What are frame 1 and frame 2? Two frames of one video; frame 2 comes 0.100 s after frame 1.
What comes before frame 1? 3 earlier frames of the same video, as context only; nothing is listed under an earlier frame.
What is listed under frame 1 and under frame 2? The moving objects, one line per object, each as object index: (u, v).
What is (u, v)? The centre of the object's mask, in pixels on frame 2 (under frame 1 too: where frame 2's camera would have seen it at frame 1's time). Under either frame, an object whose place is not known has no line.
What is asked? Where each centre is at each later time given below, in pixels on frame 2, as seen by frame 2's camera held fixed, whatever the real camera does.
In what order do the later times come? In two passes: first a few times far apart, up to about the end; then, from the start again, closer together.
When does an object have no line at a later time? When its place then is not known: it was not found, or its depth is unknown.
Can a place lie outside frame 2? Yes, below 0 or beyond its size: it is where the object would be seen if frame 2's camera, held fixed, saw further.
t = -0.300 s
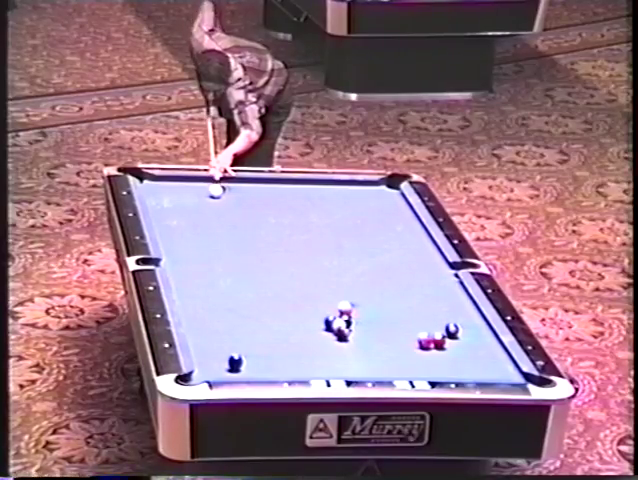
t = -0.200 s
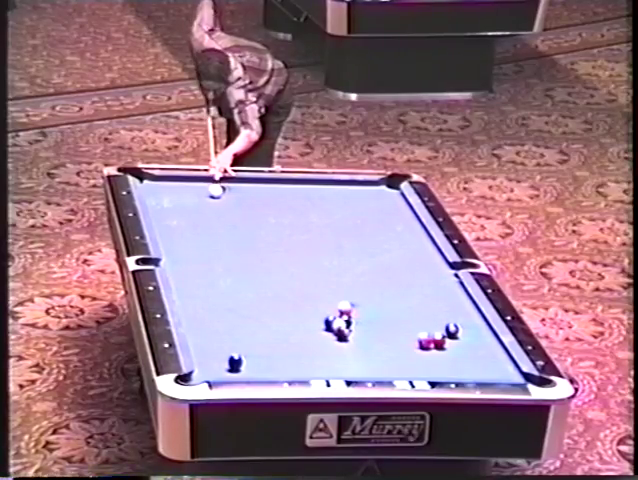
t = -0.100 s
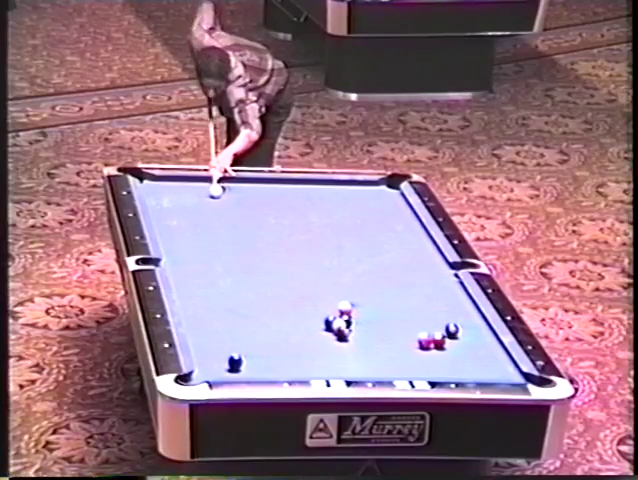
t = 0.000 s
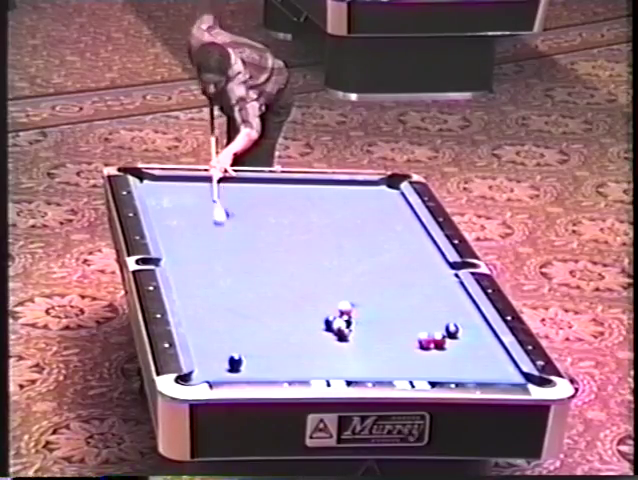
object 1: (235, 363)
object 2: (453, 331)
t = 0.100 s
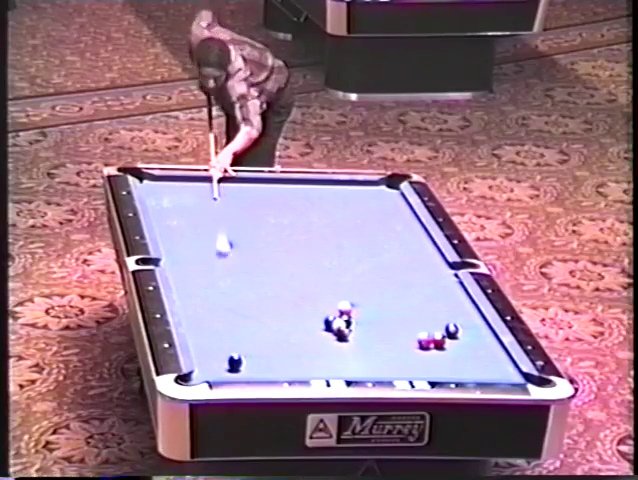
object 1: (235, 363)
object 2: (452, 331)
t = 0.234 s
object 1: (235, 363)
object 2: (453, 331)
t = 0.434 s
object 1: (235, 363)
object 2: (452, 331)
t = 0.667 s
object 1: (208, 347)
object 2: (453, 331)
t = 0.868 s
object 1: (195, 325)
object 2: (453, 331)
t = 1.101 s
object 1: (200, 302)
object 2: (453, 331)
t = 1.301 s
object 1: (205, 283)
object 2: (453, 331)
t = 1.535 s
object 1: (210, 263)
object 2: (453, 331)
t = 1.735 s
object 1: (215, 247)
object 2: (453, 331)
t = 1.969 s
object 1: (218, 229)
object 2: (453, 331)
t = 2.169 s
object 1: (222, 215)
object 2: (458, 332)
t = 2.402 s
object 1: (226, 200)
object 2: (471, 334)
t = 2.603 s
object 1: (229, 187)
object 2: (478, 335)
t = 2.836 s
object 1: (235, 184)
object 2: (488, 337)
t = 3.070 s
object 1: (246, 192)
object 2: (490, 338)
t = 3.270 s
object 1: (255, 199)
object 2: (487, 338)
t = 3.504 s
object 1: (266, 205)
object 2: (484, 338)
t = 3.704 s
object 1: (273, 212)
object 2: (483, 338)
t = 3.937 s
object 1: (283, 220)
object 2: (481, 338)
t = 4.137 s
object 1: (291, 225)
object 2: (481, 338)
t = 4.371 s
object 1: (300, 232)
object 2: (481, 338)
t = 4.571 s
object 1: (307, 237)
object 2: (481, 338)
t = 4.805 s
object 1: (316, 242)
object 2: (481, 338)
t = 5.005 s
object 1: (322, 247)
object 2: (481, 338)
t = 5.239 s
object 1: (329, 253)
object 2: (481, 338)
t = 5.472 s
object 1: (337, 258)
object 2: (481, 338)
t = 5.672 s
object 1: (343, 263)
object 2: (481, 338)
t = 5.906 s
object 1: (348, 267)
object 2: (481, 338)
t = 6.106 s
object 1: (354, 271)
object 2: (481, 338)
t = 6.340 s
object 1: (359, 275)
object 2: (481, 338)
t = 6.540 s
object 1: (364, 278)
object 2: (481, 338)
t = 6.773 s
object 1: (369, 282)
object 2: (481, 338)
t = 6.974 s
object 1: (374, 285)
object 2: (481, 338)
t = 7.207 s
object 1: (378, 287)
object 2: (481, 338)
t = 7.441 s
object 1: (383, 290)
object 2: (481, 338)
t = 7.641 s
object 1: (386, 292)
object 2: (481, 338)
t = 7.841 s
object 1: (388, 294)
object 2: (481, 338)
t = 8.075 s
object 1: (391, 296)
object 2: (481, 338)
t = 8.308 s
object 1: (394, 297)
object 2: (481, 338)
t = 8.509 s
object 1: (397, 298)
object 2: (481, 338)
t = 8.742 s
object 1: (398, 299)
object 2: (482, 338)
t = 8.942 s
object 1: (399, 299)
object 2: (482, 338)
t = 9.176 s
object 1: (400, 299)
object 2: (482, 338)
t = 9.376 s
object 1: (400, 299)
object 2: (482, 338)
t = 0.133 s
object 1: (235, 363)
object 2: (453, 331)
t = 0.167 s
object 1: (235, 363)
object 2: (453, 331)
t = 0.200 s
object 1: (235, 363)
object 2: (452, 331)
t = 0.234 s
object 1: (235, 363)
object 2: (453, 331)
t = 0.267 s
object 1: (235, 362)
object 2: (453, 331)
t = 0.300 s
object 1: (235, 363)
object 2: (452, 331)
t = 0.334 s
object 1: (235, 363)
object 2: (453, 331)
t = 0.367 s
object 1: (235, 363)
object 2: (452, 331)
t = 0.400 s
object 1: (235, 363)
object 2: (452, 331)
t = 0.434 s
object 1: (235, 363)
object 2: (452, 331)
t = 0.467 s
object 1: (235, 369)
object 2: (453, 331)
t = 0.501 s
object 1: (234, 371)
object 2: (453, 331)
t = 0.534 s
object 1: (230, 369)
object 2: (452, 331)
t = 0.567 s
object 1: (228, 363)
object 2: (453, 331)
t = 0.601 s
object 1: (222, 357)
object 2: (453, 331)
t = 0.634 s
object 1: (214, 352)
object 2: (453, 331)
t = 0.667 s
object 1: (208, 347)
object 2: (453, 331)
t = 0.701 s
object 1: (202, 344)
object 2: (453, 331)
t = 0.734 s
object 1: (196, 339)
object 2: (453, 331)
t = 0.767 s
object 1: (191, 335)
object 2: (453, 331)
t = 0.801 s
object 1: (192, 332)
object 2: (453, 331)
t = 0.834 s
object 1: (193, 328)
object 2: (453, 331)
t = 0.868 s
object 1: (195, 325)
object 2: (453, 331)
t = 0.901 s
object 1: (195, 321)
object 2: (453, 331)
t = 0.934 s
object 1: (196, 318)
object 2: (453, 331)
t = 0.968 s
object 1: (197, 315)
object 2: (453, 331)
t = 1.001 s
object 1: (198, 311)
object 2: (453, 331)
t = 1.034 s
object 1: (199, 308)
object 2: (453, 331)
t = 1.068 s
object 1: (200, 305)
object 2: (453, 331)
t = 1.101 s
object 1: (200, 302)
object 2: (453, 331)
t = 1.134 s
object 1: (201, 298)
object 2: (453, 331)
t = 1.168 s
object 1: (202, 295)
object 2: (453, 331)
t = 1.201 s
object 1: (203, 292)
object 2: (453, 331)
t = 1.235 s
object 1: (203, 289)
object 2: (453, 331)
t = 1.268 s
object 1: (205, 286)
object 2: (453, 331)
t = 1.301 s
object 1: (205, 283)
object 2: (453, 331)
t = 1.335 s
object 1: (206, 280)
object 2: (453, 331)
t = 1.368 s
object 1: (207, 277)
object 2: (452, 331)
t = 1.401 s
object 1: (207, 274)
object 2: (453, 331)
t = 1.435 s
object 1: (209, 271)
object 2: (453, 331)
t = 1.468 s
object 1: (209, 269)
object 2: (453, 331)
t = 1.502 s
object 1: (210, 266)
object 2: (453, 331)
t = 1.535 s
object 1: (210, 263)
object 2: (453, 331)
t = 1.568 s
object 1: (211, 260)
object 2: (453, 331)
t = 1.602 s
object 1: (212, 258)
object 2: (453, 331)
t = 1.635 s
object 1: (213, 255)
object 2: (453, 331)
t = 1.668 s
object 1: (213, 251)
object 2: (452, 331)
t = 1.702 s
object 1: (214, 250)
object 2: (453, 331)
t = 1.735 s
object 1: (215, 247)
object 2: (453, 331)
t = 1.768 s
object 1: (215, 244)
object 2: (453, 331)
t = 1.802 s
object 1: (215, 242)
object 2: (453, 331)
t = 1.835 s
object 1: (216, 239)
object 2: (453, 331)
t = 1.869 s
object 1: (217, 237)
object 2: (453, 331)
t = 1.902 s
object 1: (218, 234)
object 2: (453, 331)
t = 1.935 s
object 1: (218, 232)
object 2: (453, 331)
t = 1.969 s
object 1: (218, 229)
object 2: (453, 331)
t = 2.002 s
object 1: (219, 227)
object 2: (453, 331)
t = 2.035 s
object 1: (220, 225)
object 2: (453, 331)
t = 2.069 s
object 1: (221, 222)
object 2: (454, 331)
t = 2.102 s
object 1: (221, 220)
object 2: (456, 332)
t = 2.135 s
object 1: (221, 218)
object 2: (457, 332)
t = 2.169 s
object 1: (222, 215)
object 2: (458, 332)
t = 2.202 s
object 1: (222, 213)
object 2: (461, 332)
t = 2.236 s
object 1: (223, 211)
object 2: (461, 333)
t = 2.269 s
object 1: (224, 208)
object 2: (464, 333)
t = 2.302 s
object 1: (224, 207)
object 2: (466, 333)
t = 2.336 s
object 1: (225, 204)
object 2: (467, 333)
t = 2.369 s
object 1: (225, 202)
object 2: (469, 334)
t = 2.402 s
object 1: (226, 200)
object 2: (471, 334)
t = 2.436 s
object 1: (226, 198)
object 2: (471, 335)
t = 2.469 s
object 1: (226, 196)
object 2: (473, 335)
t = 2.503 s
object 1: (227, 193)
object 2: (474, 335)
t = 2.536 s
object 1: (227, 192)
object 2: (476, 335)
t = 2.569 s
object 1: (228, 190)
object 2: (477, 335)
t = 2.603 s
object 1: (229, 187)
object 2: (478, 335)
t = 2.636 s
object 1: (229, 186)
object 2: (480, 336)
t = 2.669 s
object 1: (229, 183)
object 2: (481, 336)
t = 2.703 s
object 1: (229, 181)
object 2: (484, 336)
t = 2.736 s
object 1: (230, 180)
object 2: (485, 336)
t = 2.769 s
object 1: (231, 181)
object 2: (486, 336)
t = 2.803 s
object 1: (233, 182)
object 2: (487, 337)
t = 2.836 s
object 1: (235, 184)
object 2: (488, 337)
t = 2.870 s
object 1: (237, 185)
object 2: (489, 337)
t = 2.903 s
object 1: (238, 187)
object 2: (491, 338)
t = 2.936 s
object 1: (240, 187)
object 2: (491, 338)
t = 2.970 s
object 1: (241, 188)
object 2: (491, 338)
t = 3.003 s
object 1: (242, 190)
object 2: (491, 338)
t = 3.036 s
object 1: (244, 191)
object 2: (490, 338)
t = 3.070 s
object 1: (246, 192)
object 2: (490, 338)
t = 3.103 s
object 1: (248, 193)
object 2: (489, 338)
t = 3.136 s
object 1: (249, 194)
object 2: (489, 338)
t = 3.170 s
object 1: (251, 194)
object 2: (488, 338)
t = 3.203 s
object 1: (251, 197)
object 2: (488, 338)
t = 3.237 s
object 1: (253, 197)
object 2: (487, 338)
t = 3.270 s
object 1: (255, 199)
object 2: (487, 338)
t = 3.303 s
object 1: (256, 199)
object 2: (486, 338)
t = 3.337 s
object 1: (258, 201)
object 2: (486, 338)
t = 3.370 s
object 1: (259, 202)
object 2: (485, 338)
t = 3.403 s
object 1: (261, 203)
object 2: (485, 338)
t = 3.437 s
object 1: (262, 204)
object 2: (485, 338)
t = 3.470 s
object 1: (264, 205)
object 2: (484, 338)
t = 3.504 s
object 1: (266, 205)
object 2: (484, 338)
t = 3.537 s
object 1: (267, 207)
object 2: (484, 338)
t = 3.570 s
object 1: (268, 208)
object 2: (483, 338)
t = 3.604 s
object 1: (269, 209)
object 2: (483, 338)
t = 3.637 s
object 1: (271, 210)
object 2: (483, 338)
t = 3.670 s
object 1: (272, 211)
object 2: (483, 338)
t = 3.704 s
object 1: (273, 212)
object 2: (483, 338)
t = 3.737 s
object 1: (275, 213)
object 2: (482, 338)
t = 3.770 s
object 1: (276, 214)
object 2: (482, 338)
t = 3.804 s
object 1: (278, 215)
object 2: (482, 338)
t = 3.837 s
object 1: (279, 216)
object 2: (482, 338)
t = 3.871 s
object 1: (280, 217)
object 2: (482, 338)
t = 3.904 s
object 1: (282, 218)
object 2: (482, 338)
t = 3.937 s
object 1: (283, 220)
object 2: (481, 338)
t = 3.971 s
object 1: (284, 220)
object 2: (481, 338)
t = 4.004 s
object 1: (286, 221)
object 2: (481, 338)
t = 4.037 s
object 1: (287, 222)
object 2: (481, 338)
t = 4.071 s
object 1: (288, 223)
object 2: (481, 338)
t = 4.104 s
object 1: (289, 224)
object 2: (481, 338)
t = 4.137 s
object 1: (291, 225)
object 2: (481, 338)
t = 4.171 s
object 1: (292, 226)
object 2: (481, 338)
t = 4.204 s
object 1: (293, 227)
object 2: (481, 338)
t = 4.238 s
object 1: (295, 228)
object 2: (481, 338)
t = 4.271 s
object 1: (296, 229)
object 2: (481, 338)
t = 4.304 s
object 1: (298, 229)
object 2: (481, 338)
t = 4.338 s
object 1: (299, 230)
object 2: (481, 338)
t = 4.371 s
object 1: (300, 232)
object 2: (481, 338)
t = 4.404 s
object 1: (301, 232)
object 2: (481, 338)
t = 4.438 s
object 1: (302, 233)
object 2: (481, 338)
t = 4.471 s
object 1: (303, 234)
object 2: (481, 338)
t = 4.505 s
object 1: (305, 235)
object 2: (481, 338)
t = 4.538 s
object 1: (306, 236)
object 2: (481, 338)
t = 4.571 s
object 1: (307, 237)
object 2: (481, 338)
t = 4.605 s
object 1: (308, 238)
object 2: (481, 338)
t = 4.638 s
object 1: (309, 238)
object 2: (481, 338)
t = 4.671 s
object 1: (311, 239)
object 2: (481, 338)
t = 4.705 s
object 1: (312, 240)
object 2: (481, 338)
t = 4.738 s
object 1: (313, 241)
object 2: (482, 338)
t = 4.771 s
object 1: (314, 242)
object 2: (481, 338)
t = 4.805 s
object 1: (316, 242)
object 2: (481, 338)
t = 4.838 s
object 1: (317, 244)
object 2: (481, 338)
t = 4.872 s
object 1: (318, 245)
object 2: (481, 338)
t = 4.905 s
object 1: (319, 246)
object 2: (481, 338)
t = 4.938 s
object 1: (320, 246)
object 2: (481, 338)
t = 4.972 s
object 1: (321, 247)
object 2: (481, 338)
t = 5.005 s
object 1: (322, 247)
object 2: (481, 338)
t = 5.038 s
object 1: (323, 248)
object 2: (481, 338)
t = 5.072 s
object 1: (324, 250)
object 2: (481, 338)
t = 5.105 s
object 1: (325, 250)
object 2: (481, 338)
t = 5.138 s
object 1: (327, 251)
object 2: (481, 338)
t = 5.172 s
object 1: (327, 252)
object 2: (481, 338)
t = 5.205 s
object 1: (328, 253)
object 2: (481, 338)
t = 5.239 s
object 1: (329, 253)
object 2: (481, 338)
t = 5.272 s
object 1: (331, 254)
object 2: (481, 338)
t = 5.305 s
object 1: (332, 255)
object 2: (481, 338)
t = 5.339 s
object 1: (333, 255)
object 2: (481, 338)
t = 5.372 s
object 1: (334, 256)
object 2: (481, 338)
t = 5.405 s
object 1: (334, 258)
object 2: (481, 338)
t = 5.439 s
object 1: (336, 258)
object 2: (481, 338)
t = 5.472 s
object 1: (337, 258)
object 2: (481, 338)
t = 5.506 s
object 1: (338, 259)
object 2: (481, 338)
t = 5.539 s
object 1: (339, 260)
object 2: (481, 338)
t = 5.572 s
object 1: (339, 260)
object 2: (481, 338)
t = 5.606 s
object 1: (341, 261)
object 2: (481, 338)
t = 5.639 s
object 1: (342, 262)
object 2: (481, 338)
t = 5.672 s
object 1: (343, 263)
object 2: (481, 338)
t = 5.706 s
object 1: (343, 263)
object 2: (481, 338)
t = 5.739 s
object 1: (344, 264)
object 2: (481, 338)
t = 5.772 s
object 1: (345, 265)
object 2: (481, 338)
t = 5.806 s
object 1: (346, 265)
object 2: (481, 338)
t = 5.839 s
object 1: (347, 266)
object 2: (481, 338)
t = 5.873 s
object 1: (348, 267)
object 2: (481, 338)
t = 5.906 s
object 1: (348, 267)
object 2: (481, 338)
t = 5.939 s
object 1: (349, 268)
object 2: (481, 338)
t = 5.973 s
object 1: (350, 269)
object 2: (481, 338)
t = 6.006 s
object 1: (351, 270)
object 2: (481, 338)
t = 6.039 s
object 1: (351, 270)
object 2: (481, 338)
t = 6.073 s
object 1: (353, 271)
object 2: (481, 338)
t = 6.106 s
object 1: (354, 271)
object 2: (481, 338)
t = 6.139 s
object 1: (355, 272)
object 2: (481, 338)
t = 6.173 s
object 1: (355, 272)
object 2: (481, 338)
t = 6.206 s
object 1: (356, 273)
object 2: (481, 338)
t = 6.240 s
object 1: (357, 273)
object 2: (481, 338)
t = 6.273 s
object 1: (357, 274)
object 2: (481, 338)
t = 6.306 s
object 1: (358, 275)
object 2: (481, 338)
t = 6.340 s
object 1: (359, 275)
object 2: (481, 338)
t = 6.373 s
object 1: (360, 275)
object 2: (481, 338)
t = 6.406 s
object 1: (361, 276)
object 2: (481, 338)
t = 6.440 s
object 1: (362, 277)
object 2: (481, 338)
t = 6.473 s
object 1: (362, 277)
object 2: (481, 338)
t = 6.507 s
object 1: (363, 278)
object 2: (481, 338)
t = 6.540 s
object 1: (364, 278)
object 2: (481, 338)
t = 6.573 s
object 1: (365, 279)
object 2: (481, 338)
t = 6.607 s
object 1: (365, 279)
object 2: (481, 338)
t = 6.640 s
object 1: (366, 280)
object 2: (481, 338)
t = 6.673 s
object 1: (367, 280)
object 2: (481, 338)
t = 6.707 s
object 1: (368, 281)
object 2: (481, 338)
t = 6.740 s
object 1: (368, 282)
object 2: (481, 338)
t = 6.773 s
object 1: (369, 282)
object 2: (481, 338)
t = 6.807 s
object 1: (370, 283)
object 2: (481, 338)
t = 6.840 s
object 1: (371, 283)
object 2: (481, 338)
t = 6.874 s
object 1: (372, 283)
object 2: (481, 338)
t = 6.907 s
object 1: (372, 284)
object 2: (481, 338)
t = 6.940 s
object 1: (373, 285)
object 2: (481, 338)
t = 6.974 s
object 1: (374, 285)
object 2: (481, 338)
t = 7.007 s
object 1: (375, 285)
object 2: (481, 338)
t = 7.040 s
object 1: (375, 286)
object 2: (481, 338)
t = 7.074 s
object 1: (376, 286)
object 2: (481, 338)
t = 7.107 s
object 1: (376, 287)
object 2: (481, 338)
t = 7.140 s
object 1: (377, 287)
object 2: (481, 338)
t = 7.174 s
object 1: (377, 287)
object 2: (481, 338)
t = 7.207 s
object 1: (378, 287)
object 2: (481, 338)
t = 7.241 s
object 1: (379, 288)
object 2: (481, 338)
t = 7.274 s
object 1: (379, 288)
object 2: (481, 338)
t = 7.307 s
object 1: (380, 288)
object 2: (481, 338)
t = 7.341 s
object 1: (381, 289)
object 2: (481, 338)
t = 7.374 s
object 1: (381, 290)
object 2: (481, 338)
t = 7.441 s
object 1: (383, 290)
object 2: (481, 338)
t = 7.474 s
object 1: (383, 291)
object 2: (481, 338)
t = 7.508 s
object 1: (383, 291)
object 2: (481, 338)
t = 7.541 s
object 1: (384, 291)
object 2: (481, 338)
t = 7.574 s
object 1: (385, 292)
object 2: (481, 338)
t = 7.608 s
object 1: (385, 292)
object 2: (481, 338)
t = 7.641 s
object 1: (386, 292)
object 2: (481, 338)
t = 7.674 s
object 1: (386, 293)
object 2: (481, 338)
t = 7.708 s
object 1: (386, 293)
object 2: (481, 338)
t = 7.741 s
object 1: (387, 293)
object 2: (481, 338)
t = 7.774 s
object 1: (388, 293)
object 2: (481, 338)
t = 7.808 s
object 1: (388, 294)
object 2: (481, 338)
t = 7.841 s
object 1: (388, 294)
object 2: (481, 338)
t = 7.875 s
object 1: (389, 294)
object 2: (481, 338)
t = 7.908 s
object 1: (389, 295)
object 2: (481, 338)
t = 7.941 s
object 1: (389, 295)
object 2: (481, 338)
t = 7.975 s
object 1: (390, 295)
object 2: (481, 338)
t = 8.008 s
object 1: (390, 295)
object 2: (481, 338)
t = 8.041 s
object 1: (391, 296)
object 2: (481, 338)
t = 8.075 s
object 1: (391, 296)
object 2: (481, 338)
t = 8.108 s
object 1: (391, 296)
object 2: (481, 338)
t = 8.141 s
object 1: (392, 296)
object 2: (481, 338)
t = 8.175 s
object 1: (393, 296)
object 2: (481, 338)
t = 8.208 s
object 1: (393, 297)
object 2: (481, 338)
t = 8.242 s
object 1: (394, 297)
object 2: (481, 338)
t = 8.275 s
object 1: (394, 297)
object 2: (481, 338)
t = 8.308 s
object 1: (394, 297)
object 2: (481, 338)
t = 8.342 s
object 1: (395, 297)
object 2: (481, 338)
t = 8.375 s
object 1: (395, 298)
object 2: (481, 338)
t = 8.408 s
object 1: (395, 298)
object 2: (481, 338)
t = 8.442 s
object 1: (396, 298)
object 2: (481, 338)
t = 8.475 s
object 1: (396, 298)
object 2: (481, 338)
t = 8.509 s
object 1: (397, 298)
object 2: (481, 338)
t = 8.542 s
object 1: (397, 298)
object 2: (482, 338)
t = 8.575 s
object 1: (397, 298)
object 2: (482, 338)
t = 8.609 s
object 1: (397, 298)
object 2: (482, 338)
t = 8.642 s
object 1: (398, 298)
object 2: (482, 338)
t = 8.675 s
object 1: (398, 298)
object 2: (482, 338)
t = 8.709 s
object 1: (398, 299)
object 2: (482, 338)
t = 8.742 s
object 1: (398, 299)
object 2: (482, 338)
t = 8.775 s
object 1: (398, 299)
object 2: (482, 338)
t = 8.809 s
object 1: (398, 299)
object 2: (482, 338)
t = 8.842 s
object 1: (399, 299)
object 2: (482, 338)
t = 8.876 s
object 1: (399, 299)
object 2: (482, 338)
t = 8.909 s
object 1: (399, 299)
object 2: (482, 338)
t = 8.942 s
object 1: (399, 299)
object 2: (482, 338)
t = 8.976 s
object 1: (399, 299)
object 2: (482, 338)
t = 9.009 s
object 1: (399, 299)
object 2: (482, 338)
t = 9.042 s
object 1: (399, 299)
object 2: (482, 338)
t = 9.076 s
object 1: (400, 299)
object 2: (482, 338)
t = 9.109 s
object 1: (400, 299)
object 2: (482, 338)
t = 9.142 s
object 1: (400, 299)
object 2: (482, 338)
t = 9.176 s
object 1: (400, 299)
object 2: (482, 338)
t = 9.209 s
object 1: (400, 299)
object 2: (482, 338)
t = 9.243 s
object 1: (400, 299)
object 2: (482, 338)
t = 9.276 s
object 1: (400, 299)
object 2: (482, 338)
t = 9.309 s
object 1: (400, 299)
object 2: (482, 338)
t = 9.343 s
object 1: (400, 299)
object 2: (482, 338)
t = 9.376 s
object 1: (400, 299)
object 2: (482, 338)
